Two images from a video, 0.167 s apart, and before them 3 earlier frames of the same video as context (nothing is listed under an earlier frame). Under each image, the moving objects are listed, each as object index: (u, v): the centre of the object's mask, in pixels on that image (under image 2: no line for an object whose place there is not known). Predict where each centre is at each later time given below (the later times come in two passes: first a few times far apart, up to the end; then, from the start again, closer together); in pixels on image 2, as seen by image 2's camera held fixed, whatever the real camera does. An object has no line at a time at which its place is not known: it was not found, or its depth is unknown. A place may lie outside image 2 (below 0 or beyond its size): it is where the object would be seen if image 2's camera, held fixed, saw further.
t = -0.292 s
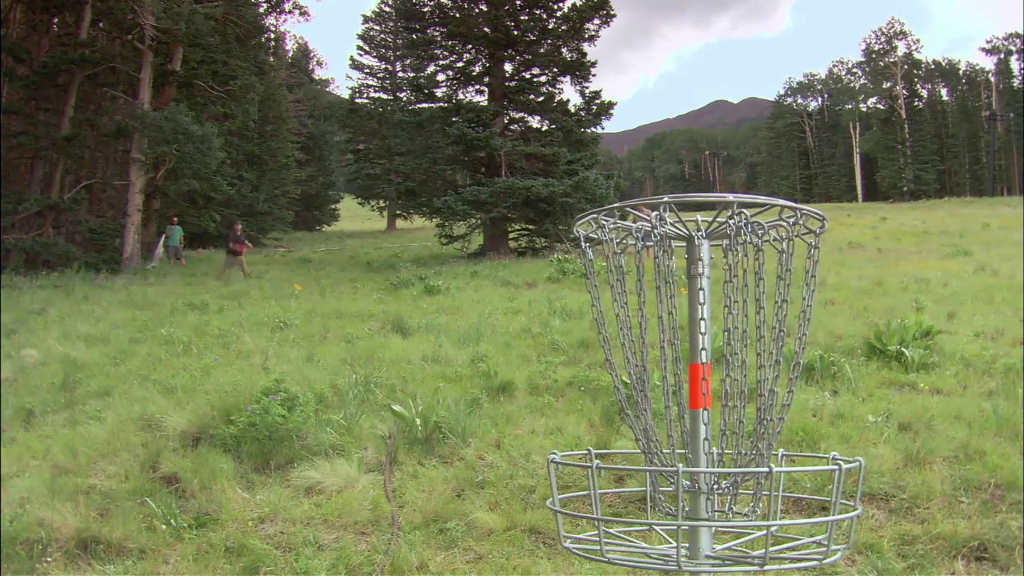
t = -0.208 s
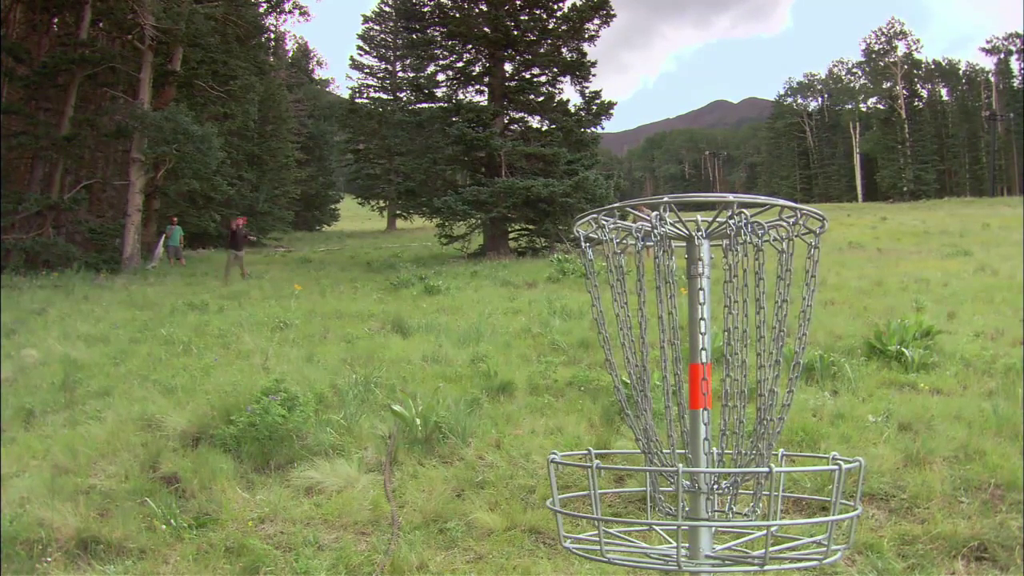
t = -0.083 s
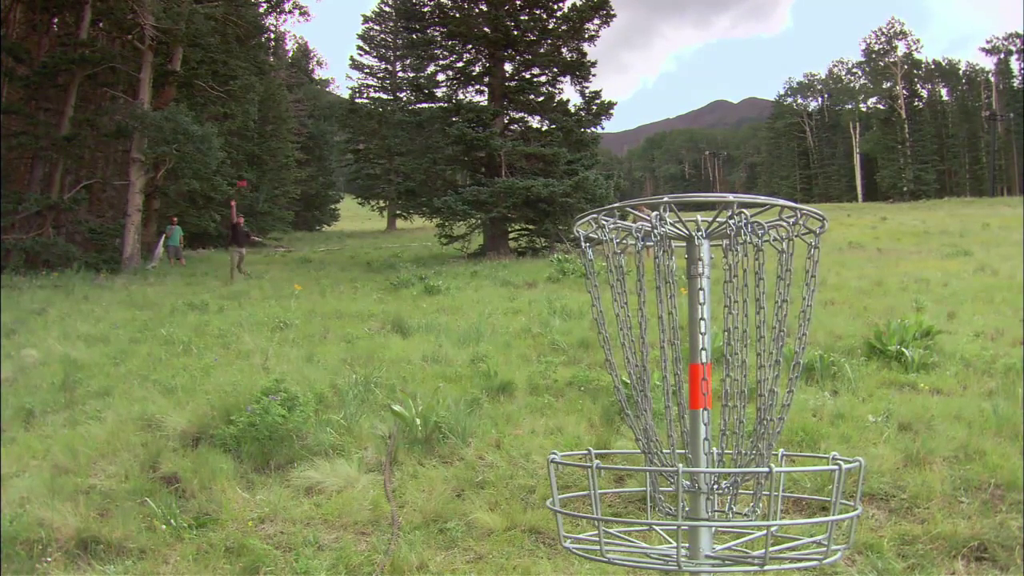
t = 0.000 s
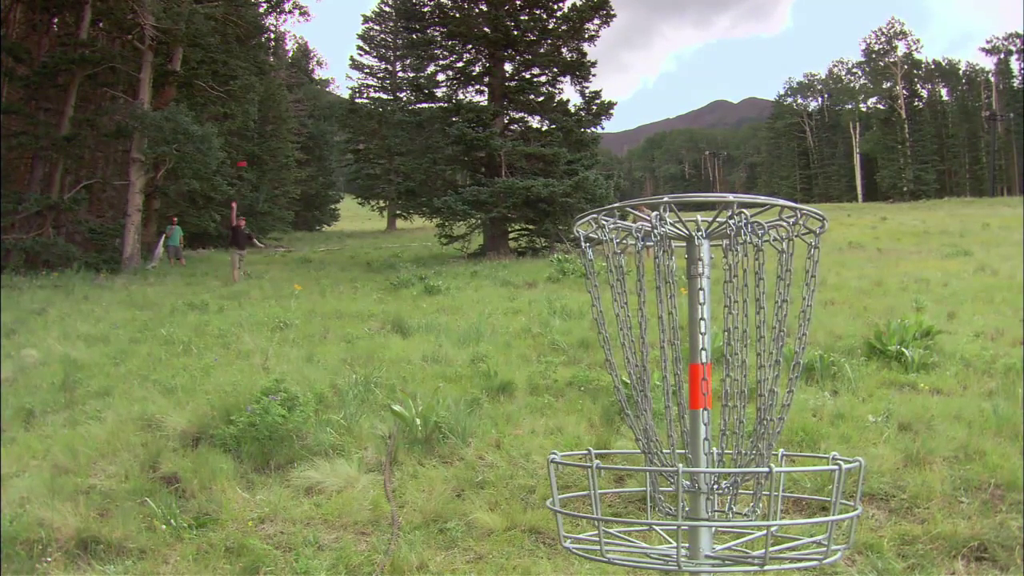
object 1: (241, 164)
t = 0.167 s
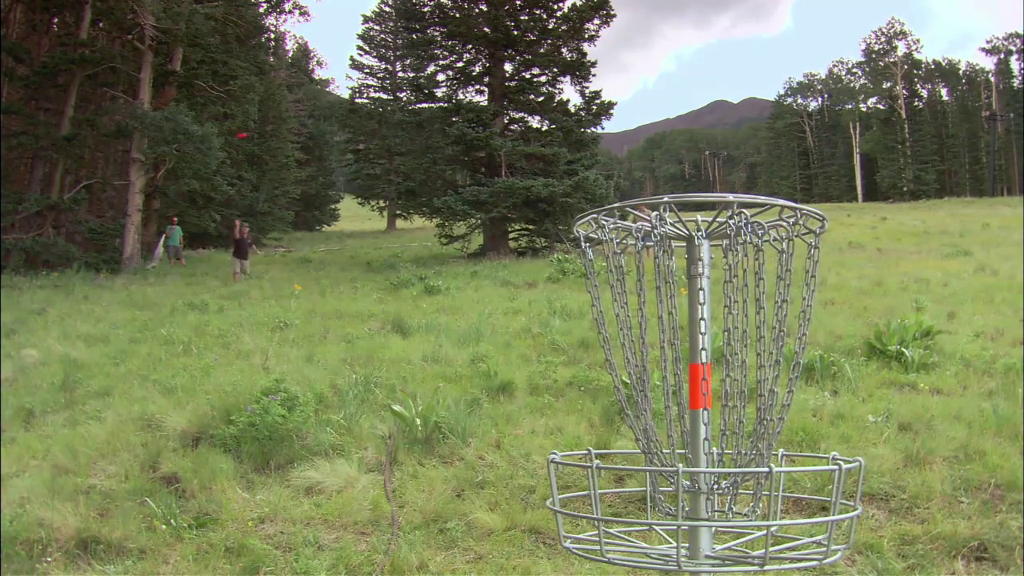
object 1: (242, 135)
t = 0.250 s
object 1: (241, 126)
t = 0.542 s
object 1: (238, 112)
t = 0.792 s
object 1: (232, 115)
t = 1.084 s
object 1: (217, 130)
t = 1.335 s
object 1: (200, 158)
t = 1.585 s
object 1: (191, 231)
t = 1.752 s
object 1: (217, 409)
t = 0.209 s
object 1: (241, 130)
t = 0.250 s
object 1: (241, 126)
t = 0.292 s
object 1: (242, 122)
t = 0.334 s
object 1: (241, 119)
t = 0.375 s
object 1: (241, 117)
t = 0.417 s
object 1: (240, 114)
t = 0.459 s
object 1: (239, 113)
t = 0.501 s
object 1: (239, 112)
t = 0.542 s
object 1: (238, 112)
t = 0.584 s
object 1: (238, 112)
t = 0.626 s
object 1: (237, 112)
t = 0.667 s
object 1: (236, 112)
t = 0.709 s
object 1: (235, 113)
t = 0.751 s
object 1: (233, 114)
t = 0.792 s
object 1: (232, 115)
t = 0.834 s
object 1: (231, 116)
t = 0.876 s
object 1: (229, 118)
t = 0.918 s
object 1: (227, 120)
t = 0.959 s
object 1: (225, 122)
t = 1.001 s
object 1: (223, 124)
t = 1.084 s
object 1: (217, 130)
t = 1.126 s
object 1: (215, 133)
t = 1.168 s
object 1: (211, 137)
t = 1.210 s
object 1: (209, 141)
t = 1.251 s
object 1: (206, 146)
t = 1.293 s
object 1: (203, 152)
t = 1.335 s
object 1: (200, 158)
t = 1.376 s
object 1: (197, 166)
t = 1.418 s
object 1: (195, 175)
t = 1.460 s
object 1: (193, 185)
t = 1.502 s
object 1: (191, 197)
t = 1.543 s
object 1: (189, 213)
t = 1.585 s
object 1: (191, 231)
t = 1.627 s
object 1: (193, 255)
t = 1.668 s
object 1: (197, 289)
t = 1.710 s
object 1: (205, 336)
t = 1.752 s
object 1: (217, 409)
